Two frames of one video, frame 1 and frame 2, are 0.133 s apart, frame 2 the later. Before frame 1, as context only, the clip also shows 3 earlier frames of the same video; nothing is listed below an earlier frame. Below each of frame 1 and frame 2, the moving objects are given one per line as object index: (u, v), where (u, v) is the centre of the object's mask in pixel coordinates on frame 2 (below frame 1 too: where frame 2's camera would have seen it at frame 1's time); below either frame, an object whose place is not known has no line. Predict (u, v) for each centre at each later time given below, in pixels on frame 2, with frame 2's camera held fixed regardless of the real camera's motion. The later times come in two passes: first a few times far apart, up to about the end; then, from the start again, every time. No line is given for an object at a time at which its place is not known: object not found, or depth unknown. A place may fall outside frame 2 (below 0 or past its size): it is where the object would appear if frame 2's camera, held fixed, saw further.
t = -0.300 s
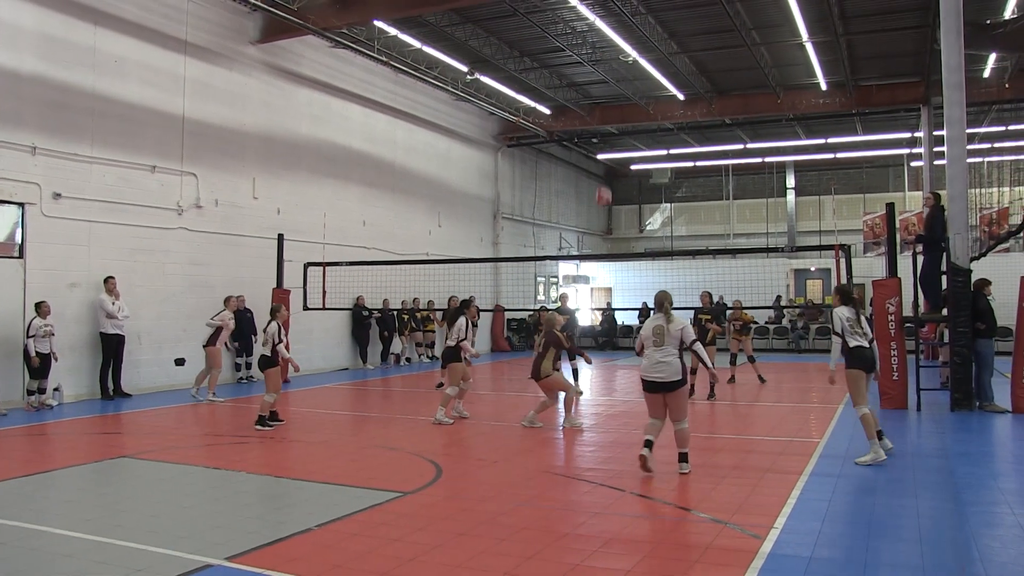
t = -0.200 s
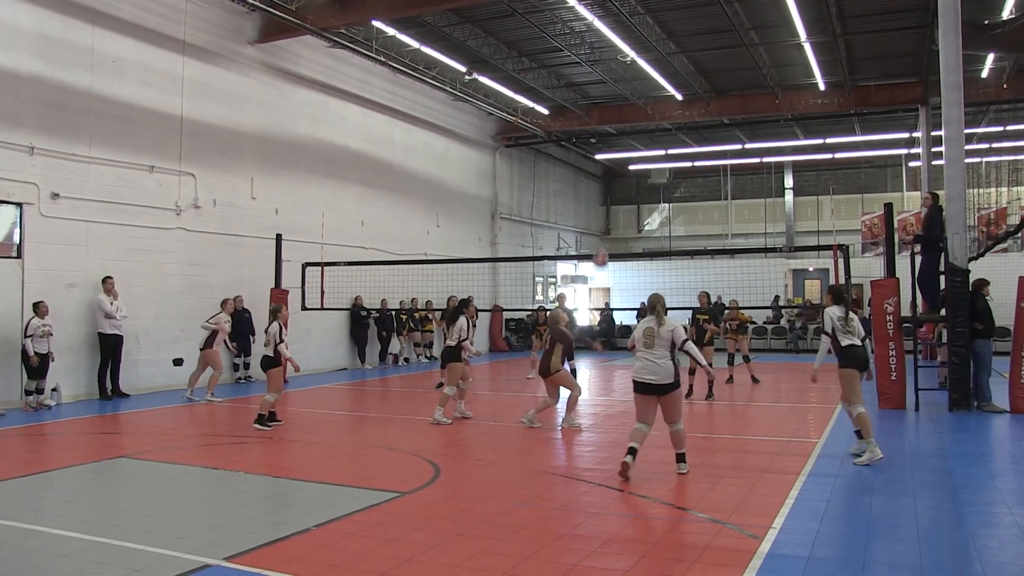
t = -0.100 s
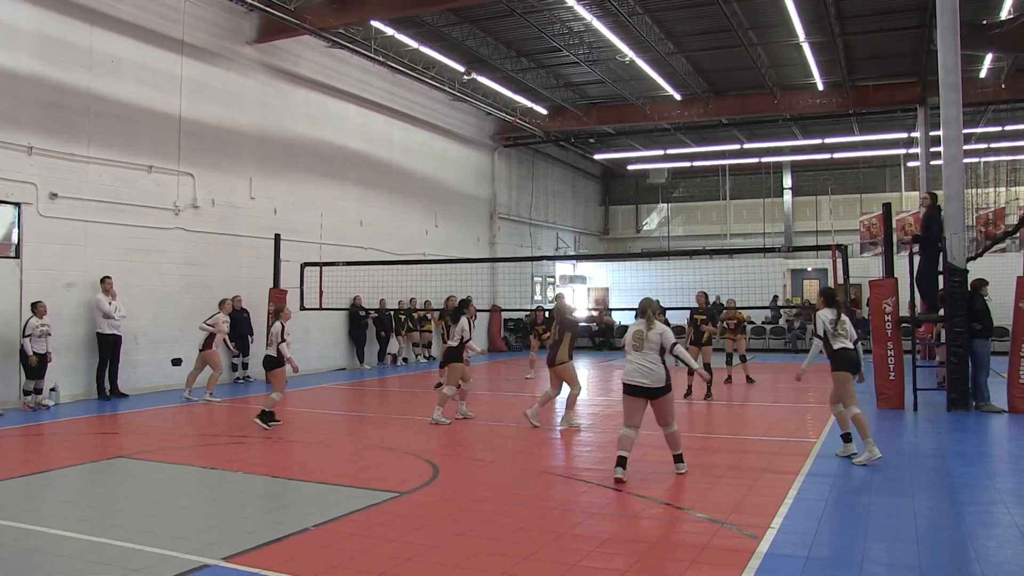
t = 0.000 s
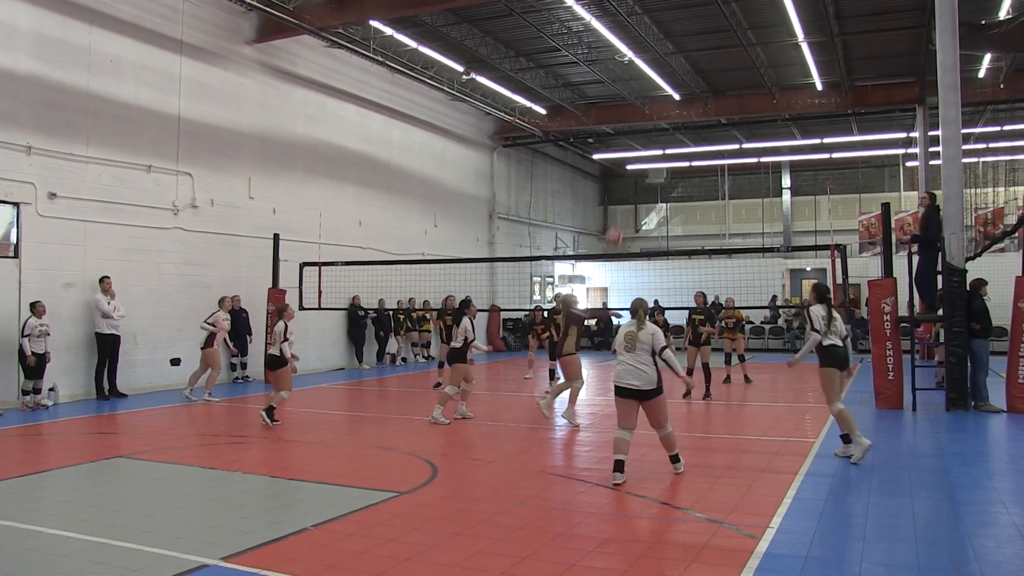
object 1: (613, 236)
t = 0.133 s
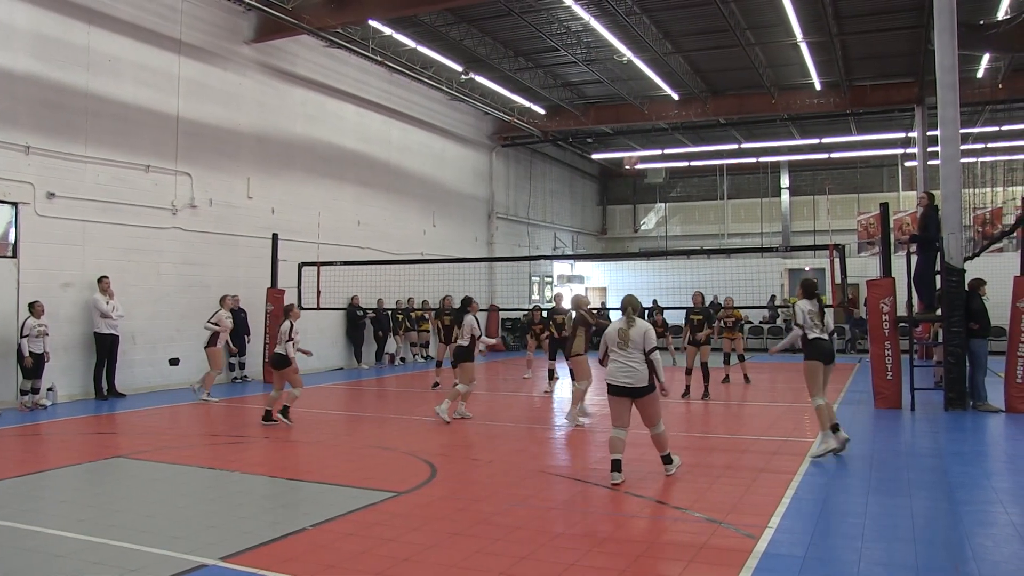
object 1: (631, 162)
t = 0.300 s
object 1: (651, 91)
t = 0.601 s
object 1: (690, 19)
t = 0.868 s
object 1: (726, 13)
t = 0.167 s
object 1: (635, 144)
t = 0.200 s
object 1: (640, 130)
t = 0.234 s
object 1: (644, 116)
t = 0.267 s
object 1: (648, 103)
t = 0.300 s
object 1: (651, 91)
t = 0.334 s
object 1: (656, 79)
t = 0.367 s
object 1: (660, 68)
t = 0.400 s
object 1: (664, 59)
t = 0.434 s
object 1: (669, 50)
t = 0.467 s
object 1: (673, 42)
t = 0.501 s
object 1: (677, 35)
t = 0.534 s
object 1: (682, 29)
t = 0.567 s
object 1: (686, 24)
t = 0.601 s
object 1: (690, 19)
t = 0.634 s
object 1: (694, 16)
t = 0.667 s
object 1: (699, 13)
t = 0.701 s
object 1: (703, 10)
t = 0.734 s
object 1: (708, 9)
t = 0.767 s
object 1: (712, 9)
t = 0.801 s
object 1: (717, 10)
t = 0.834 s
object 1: (721, 11)
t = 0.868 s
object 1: (726, 13)
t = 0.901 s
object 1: (730, 16)
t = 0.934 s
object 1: (735, 21)
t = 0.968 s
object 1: (740, 25)
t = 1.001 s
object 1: (744, 31)
